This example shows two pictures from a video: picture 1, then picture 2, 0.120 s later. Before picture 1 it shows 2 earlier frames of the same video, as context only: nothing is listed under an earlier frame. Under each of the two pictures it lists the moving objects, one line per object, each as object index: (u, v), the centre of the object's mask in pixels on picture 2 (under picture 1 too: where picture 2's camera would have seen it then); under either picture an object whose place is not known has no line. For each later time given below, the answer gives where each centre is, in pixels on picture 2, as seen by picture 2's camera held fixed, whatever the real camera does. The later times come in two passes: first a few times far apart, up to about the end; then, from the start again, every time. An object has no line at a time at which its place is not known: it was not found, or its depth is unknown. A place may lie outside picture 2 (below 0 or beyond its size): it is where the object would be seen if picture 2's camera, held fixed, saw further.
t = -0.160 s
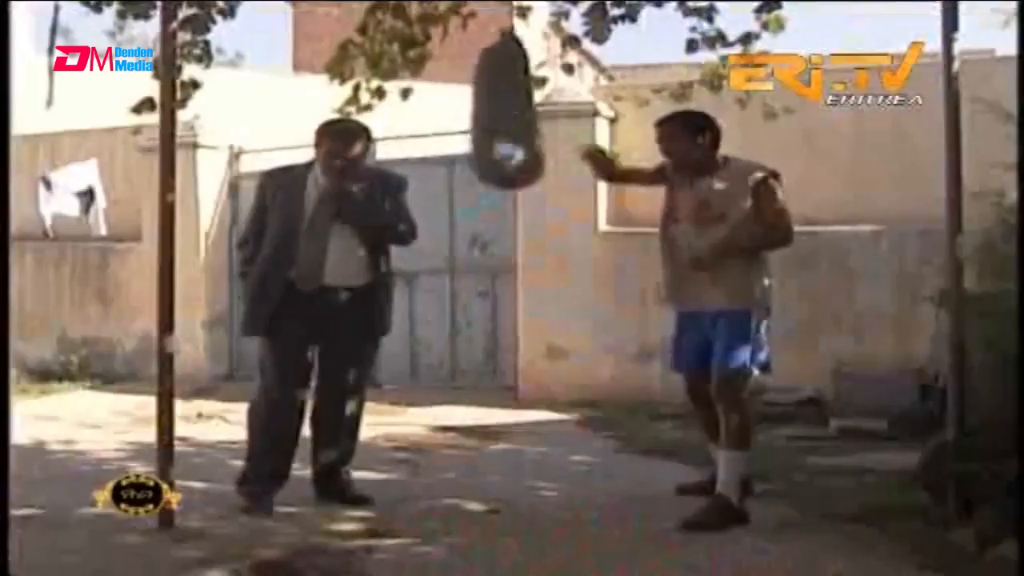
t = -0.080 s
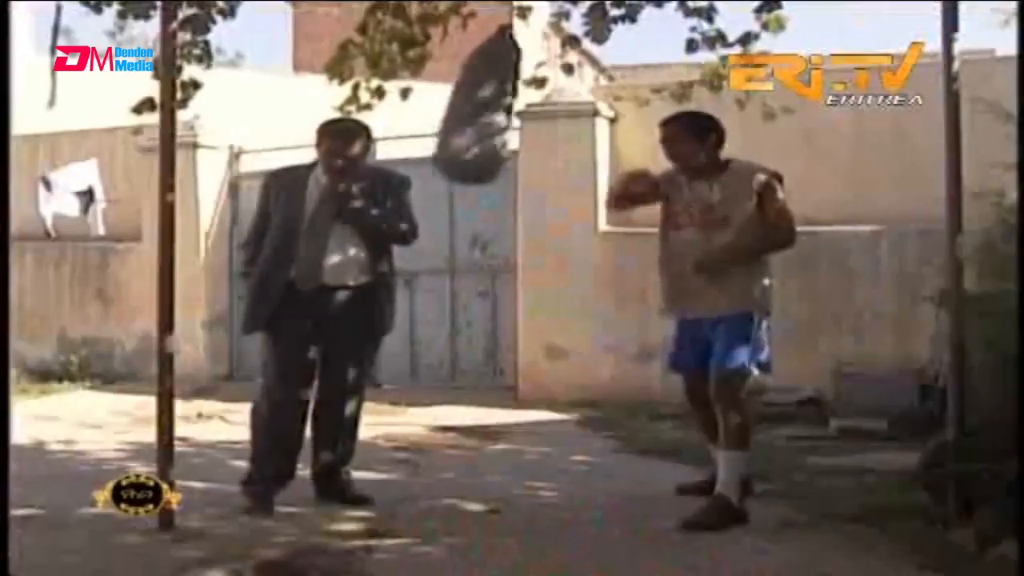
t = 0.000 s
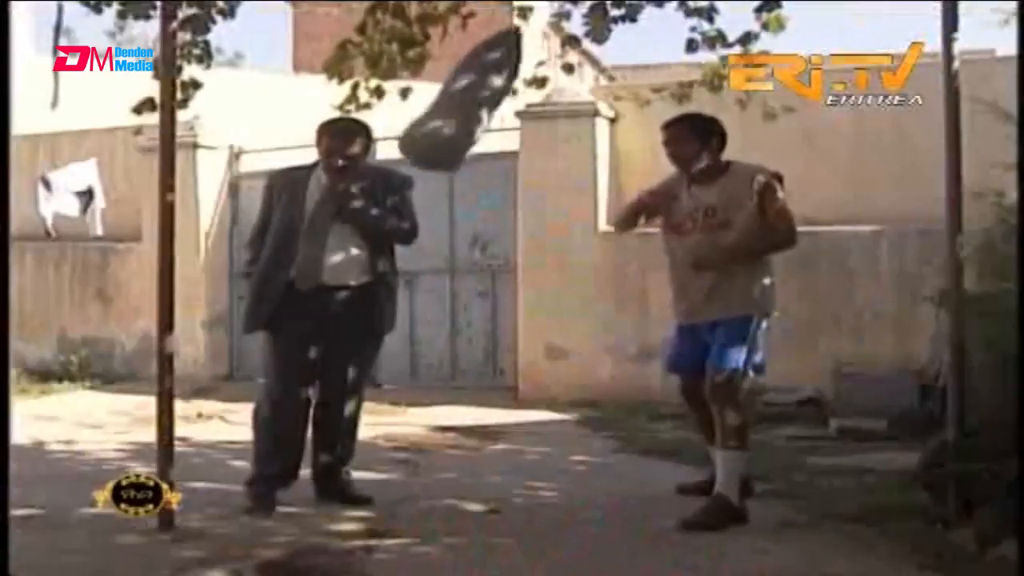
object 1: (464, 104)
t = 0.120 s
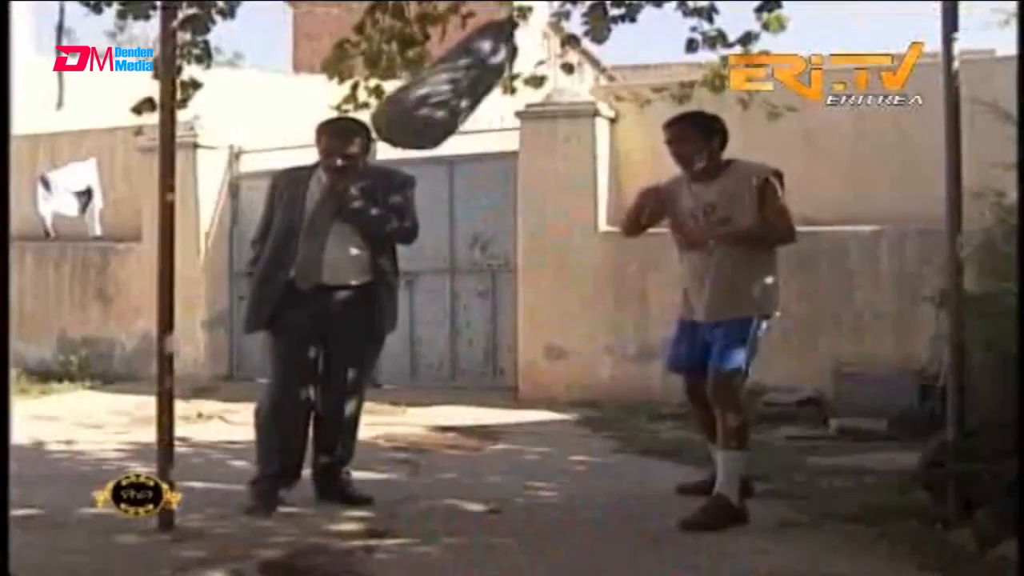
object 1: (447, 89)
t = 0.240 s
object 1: (443, 81)
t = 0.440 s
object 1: (479, 81)
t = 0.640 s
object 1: (556, 97)
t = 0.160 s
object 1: (445, 86)
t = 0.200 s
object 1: (442, 84)
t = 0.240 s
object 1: (443, 81)
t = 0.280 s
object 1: (446, 77)
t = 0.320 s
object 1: (451, 77)
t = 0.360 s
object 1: (460, 76)
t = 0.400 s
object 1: (469, 78)
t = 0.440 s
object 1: (479, 81)
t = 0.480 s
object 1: (493, 85)
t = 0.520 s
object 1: (507, 90)
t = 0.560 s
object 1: (525, 92)
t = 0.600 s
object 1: (541, 94)
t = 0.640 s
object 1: (556, 97)
